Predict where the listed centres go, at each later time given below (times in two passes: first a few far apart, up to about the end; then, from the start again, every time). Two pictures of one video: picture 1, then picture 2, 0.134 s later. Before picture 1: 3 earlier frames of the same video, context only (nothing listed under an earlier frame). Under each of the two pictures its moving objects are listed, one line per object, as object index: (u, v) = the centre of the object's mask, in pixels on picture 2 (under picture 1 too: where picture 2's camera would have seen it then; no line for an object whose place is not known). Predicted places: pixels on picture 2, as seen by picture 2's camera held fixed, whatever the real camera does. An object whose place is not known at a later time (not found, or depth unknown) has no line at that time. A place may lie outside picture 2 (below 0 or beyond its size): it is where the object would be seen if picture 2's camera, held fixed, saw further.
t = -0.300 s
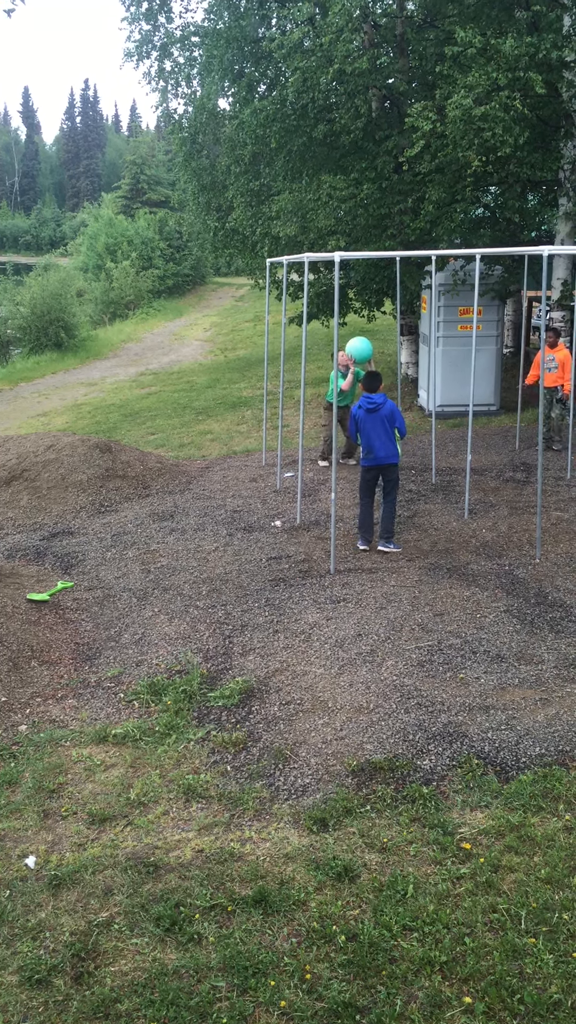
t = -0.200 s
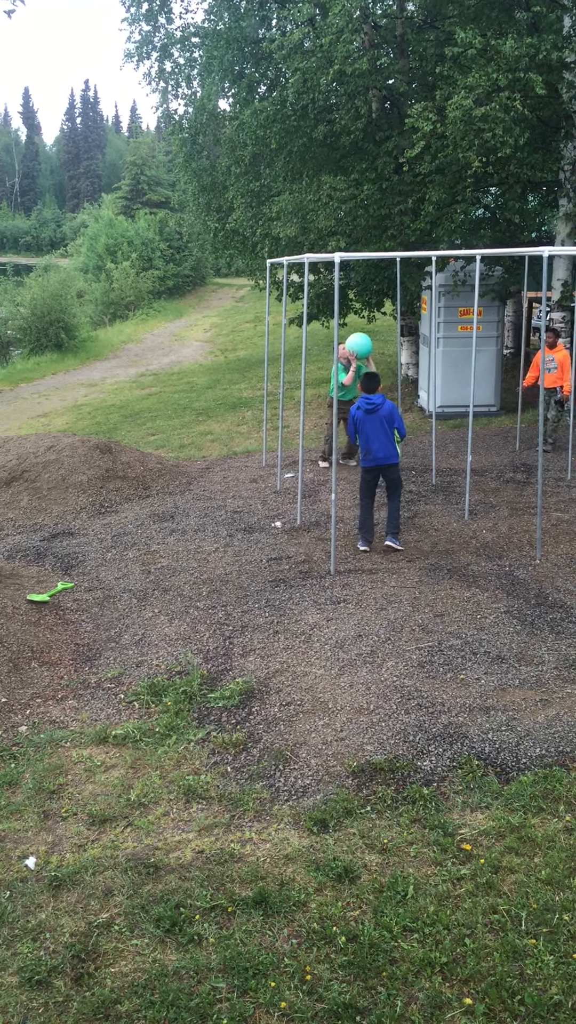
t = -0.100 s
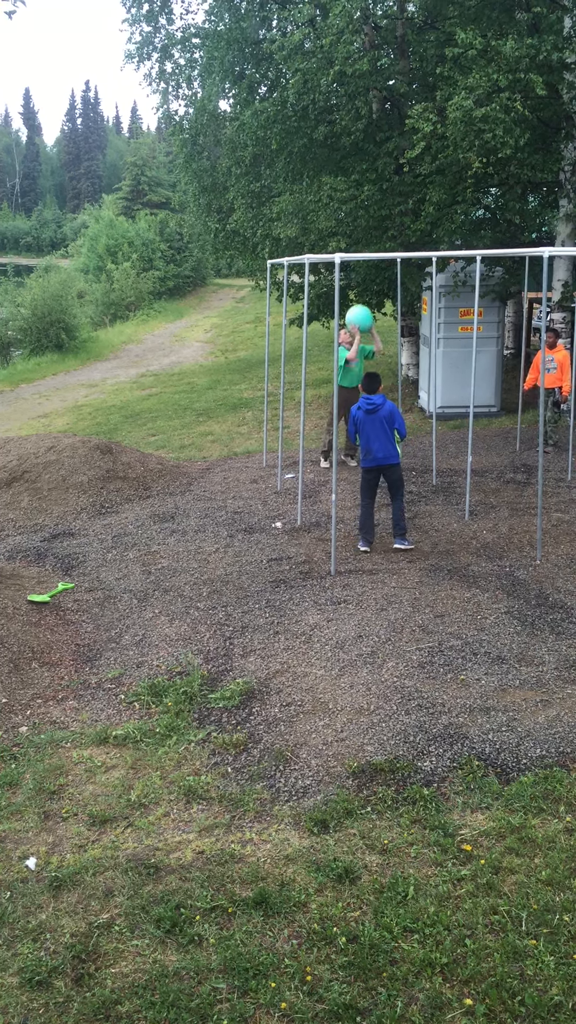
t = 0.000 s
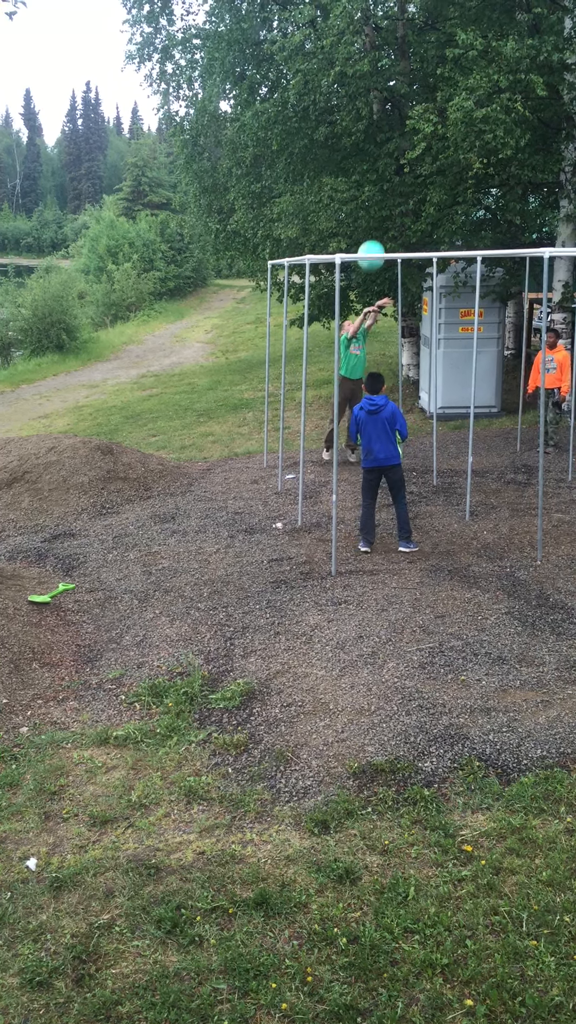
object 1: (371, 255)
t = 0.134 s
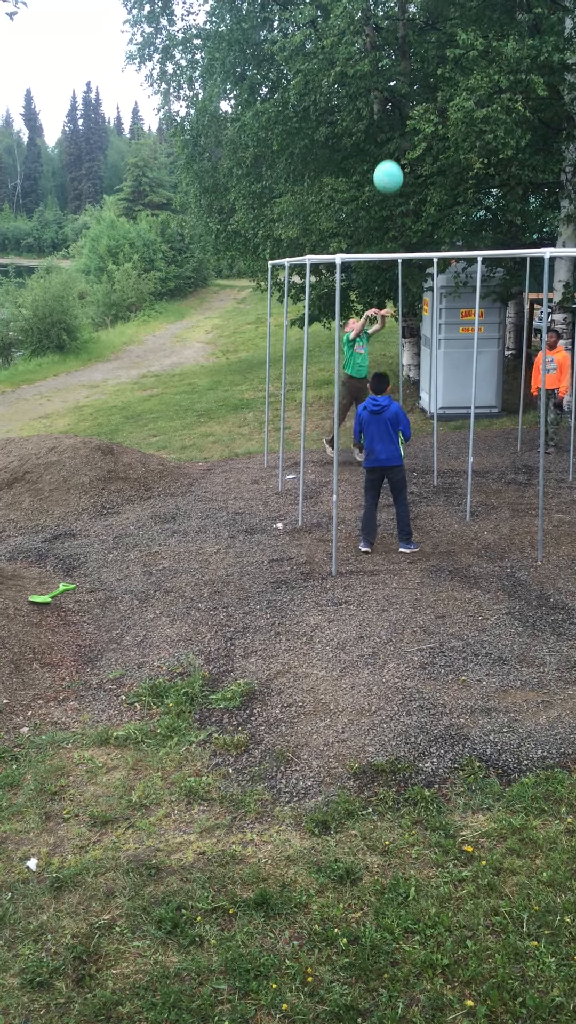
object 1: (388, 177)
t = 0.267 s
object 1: (405, 111)
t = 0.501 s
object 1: (433, 32)
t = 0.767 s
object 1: (465, 15)
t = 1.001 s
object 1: (493, 57)
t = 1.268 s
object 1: (517, 183)
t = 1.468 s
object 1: (554, 236)
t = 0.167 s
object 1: (392, 159)
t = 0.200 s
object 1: (396, 142)
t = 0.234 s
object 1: (401, 126)
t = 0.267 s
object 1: (405, 111)
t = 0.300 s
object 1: (409, 96)
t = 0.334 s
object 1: (413, 83)
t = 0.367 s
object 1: (417, 71)
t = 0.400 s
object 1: (421, 59)
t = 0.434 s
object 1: (426, 49)
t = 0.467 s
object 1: (430, 40)
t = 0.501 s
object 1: (433, 32)
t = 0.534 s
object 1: (438, 25)
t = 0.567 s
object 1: (442, 20)
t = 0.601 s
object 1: (445, 17)
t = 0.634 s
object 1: (449, 16)
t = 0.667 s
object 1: (453, 15)
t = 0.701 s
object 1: (457, 14)
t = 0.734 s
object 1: (461, 14)
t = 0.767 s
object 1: (465, 15)
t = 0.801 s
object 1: (469, 17)
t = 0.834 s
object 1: (473, 19)
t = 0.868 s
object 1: (477, 24)
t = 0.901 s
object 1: (481, 30)
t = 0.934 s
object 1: (485, 38)
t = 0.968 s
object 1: (489, 47)
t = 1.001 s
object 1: (493, 57)
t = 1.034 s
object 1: (496, 68)
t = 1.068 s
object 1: (500, 81)
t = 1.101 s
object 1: (503, 95)
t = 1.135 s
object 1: (506, 110)
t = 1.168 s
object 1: (509, 126)
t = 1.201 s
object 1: (512, 144)
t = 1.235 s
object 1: (515, 163)
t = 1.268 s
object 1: (517, 183)
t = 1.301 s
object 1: (520, 203)
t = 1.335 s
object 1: (522, 225)
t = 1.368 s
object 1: (525, 242)
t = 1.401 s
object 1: (534, 241)
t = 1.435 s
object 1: (545, 236)
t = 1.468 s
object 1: (554, 236)
